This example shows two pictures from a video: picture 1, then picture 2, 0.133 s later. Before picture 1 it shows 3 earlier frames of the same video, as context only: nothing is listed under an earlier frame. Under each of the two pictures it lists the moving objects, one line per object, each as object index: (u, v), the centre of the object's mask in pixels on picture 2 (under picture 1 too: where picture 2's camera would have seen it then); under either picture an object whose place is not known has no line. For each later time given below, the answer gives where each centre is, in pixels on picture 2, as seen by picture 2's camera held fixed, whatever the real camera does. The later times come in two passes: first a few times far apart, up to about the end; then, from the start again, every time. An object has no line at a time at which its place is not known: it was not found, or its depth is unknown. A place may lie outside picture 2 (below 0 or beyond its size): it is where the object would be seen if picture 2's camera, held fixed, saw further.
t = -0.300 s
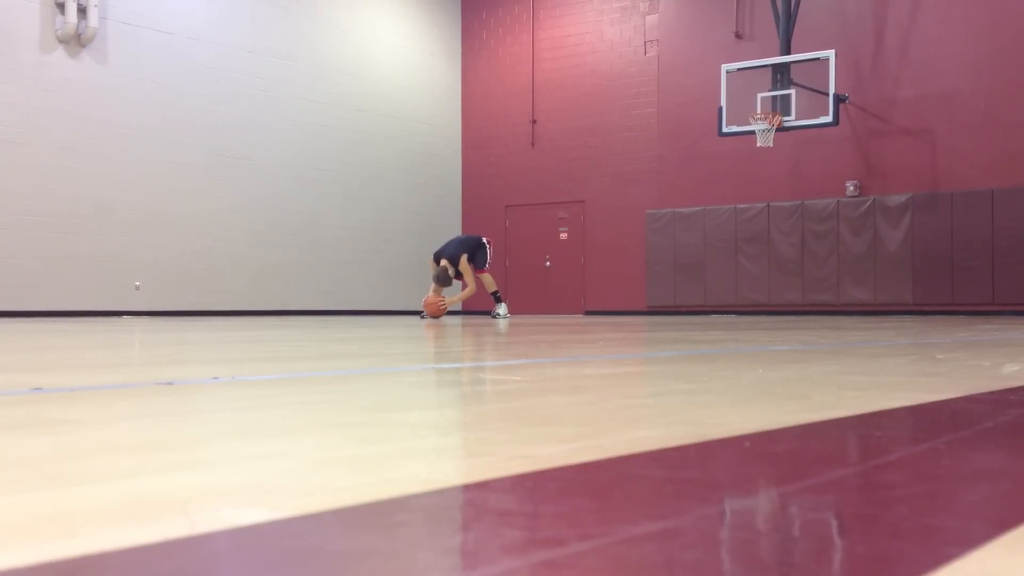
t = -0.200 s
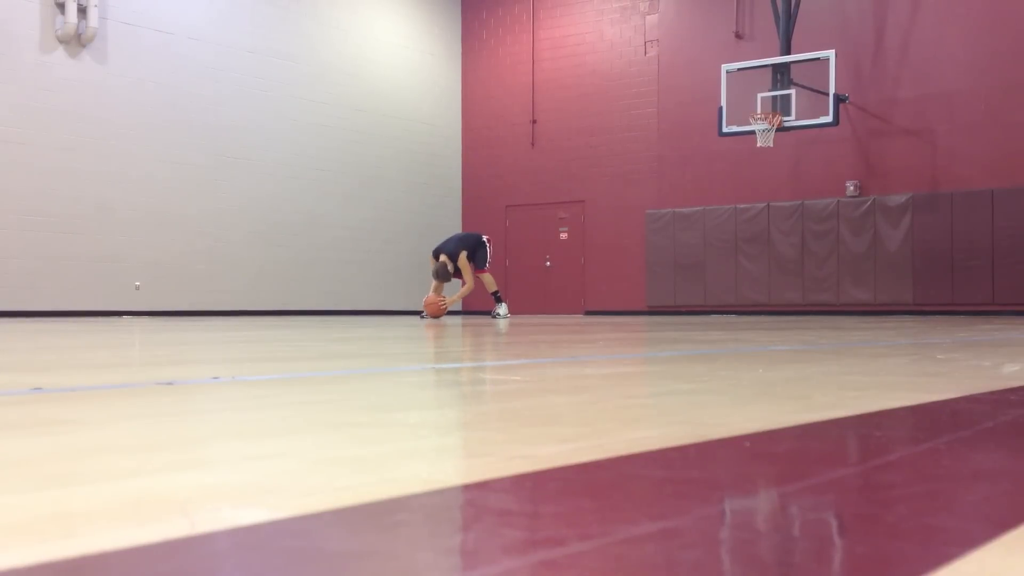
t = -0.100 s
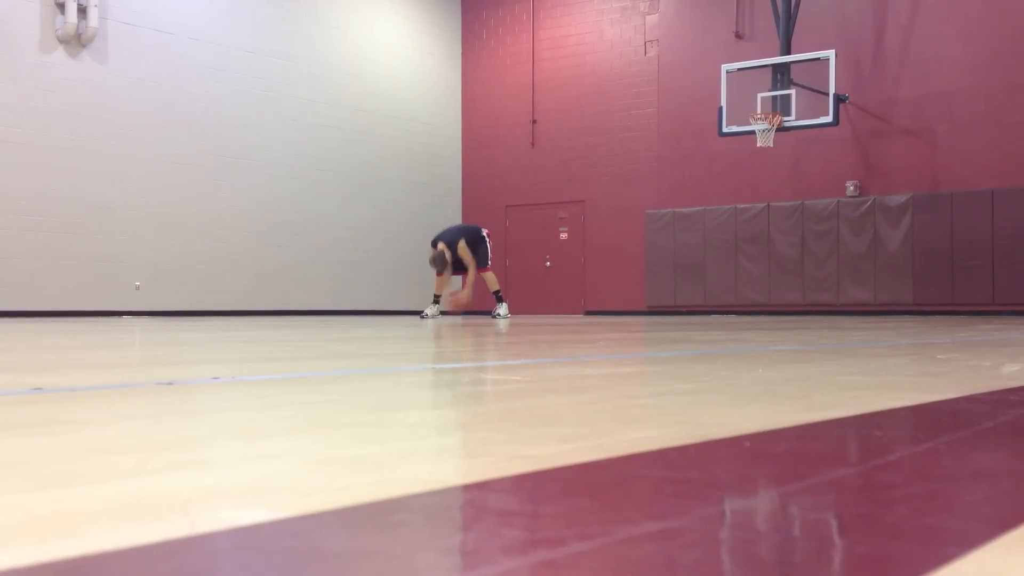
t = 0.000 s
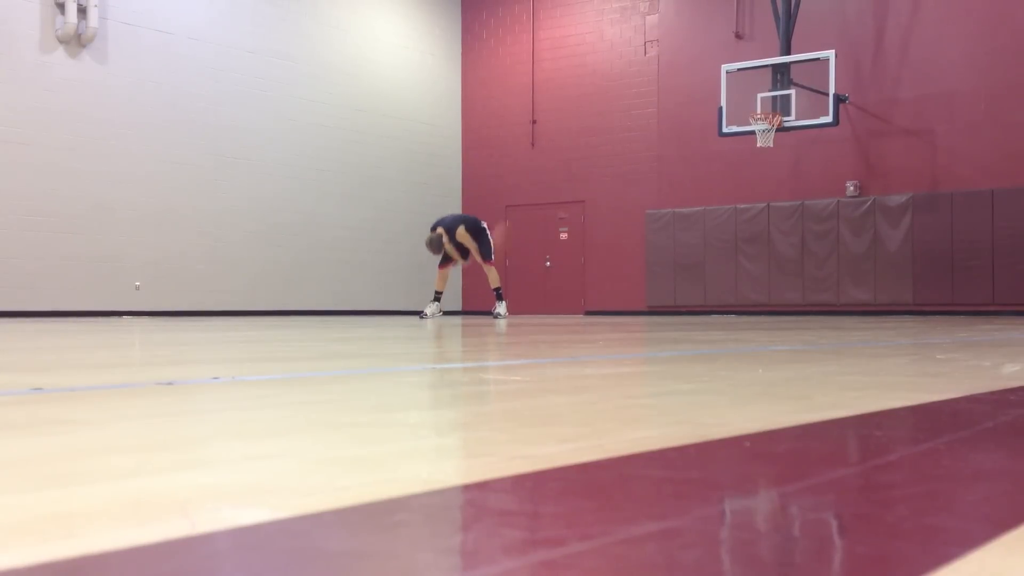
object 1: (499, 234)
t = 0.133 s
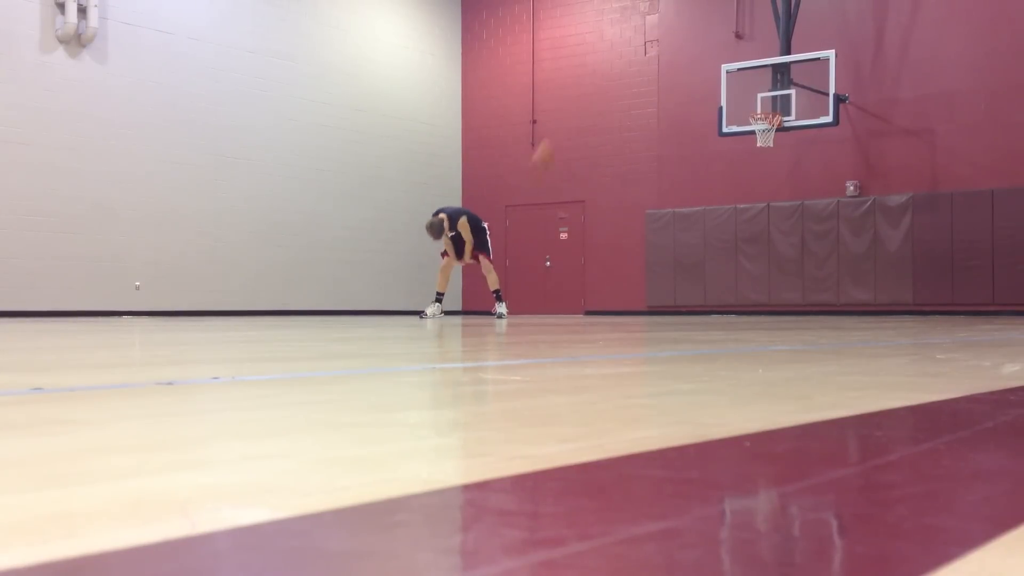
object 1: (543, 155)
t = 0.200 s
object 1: (566, 121)
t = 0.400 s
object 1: (620, 52)
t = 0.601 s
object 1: (665, 22)
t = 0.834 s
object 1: (709, 28)
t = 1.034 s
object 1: (744, 61)
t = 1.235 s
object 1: (768, 108)
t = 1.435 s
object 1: (777, 127)
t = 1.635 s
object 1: (777, 129)
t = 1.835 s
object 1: (768, 152)
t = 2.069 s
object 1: (758, 212)
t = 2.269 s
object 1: (747, 287)
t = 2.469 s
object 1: (740, 264)
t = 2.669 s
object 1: (734, 225)
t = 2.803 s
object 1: (731, 211)
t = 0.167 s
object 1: (554, 138)
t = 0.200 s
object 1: (566, 121)
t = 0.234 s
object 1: (575, 107)
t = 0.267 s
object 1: (585, 94)
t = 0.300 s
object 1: (594, 81)
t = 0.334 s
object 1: (603, 71)
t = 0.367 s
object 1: (612, 60)
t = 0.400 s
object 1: (620, 52)
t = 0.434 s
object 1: (629, 44)
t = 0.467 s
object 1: (635, 38)
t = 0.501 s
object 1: (643, 33)
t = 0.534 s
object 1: (650, 28)
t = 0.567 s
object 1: (657, 25)
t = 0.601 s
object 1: (665, 22)
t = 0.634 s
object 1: (672, 21)
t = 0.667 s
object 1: (678, 20)
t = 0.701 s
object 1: (685, 20)
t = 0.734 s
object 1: (690, 21)
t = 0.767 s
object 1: (697, 22)
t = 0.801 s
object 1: (704, 25)
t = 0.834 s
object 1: (709, 28)
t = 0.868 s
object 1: (716, 32)
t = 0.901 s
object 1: (721, 37)
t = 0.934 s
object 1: (727, 42)
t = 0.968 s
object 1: (733, 48)
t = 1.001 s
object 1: (739, 54)
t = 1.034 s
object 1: (744, 61)
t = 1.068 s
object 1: (749, 69)
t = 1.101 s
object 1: (754, 77)
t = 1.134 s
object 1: (759, 86)
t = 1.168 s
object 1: (765, 97)
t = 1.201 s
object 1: (769, 105)
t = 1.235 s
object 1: (768, 108)
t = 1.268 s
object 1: (761, 112)
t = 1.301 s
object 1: (759, 118)
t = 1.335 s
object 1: (763, 121)
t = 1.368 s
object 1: (774, 125)
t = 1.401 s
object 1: (776, 126)
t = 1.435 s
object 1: (777, 127)
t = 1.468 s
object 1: (780, 129)
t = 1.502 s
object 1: (781, 130)
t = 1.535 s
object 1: (781, 129)
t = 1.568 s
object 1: (779, 129)
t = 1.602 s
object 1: (778, 130)
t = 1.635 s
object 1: (777, 129)
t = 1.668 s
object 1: (777, 135)
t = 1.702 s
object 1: (776, 139)
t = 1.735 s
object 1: (774, 142)
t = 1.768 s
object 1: (772, 145)
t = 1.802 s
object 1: (769, 149)
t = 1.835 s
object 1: (768, 152)
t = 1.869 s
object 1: (766, 160)
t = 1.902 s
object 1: (764, 167)
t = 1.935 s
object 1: (762, 175)
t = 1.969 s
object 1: (760, 183)
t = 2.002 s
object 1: (759, 191)
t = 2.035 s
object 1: (758, 203)
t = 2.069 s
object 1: (758, 212)
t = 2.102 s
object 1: (754, 222)
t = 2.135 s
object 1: (752, 234)
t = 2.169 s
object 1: (752, 246)
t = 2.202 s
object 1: (750, 260)
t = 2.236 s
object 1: (747, 273)
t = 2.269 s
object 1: (747, 287)
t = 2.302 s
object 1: (745, 303)
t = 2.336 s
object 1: (745, 302)
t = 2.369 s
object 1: (744, 291)
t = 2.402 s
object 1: (742, 282)
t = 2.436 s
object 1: (741, 273)
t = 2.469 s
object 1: (740, 264)
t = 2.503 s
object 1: (739, 255)
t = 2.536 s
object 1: (738, 248)
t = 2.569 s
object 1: (736, 240)
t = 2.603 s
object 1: (735, 235)
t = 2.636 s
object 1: (734, 230)
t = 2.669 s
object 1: (734, 225)
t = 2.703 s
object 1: (733, 220)
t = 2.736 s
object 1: (732, 217)
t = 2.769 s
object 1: (731, 215)
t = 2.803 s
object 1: (731, 211)
